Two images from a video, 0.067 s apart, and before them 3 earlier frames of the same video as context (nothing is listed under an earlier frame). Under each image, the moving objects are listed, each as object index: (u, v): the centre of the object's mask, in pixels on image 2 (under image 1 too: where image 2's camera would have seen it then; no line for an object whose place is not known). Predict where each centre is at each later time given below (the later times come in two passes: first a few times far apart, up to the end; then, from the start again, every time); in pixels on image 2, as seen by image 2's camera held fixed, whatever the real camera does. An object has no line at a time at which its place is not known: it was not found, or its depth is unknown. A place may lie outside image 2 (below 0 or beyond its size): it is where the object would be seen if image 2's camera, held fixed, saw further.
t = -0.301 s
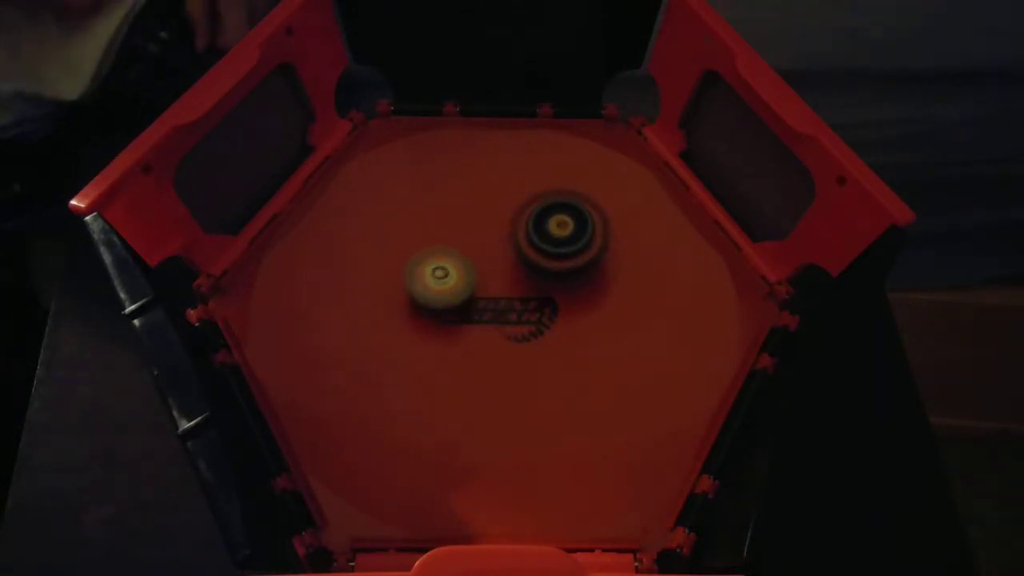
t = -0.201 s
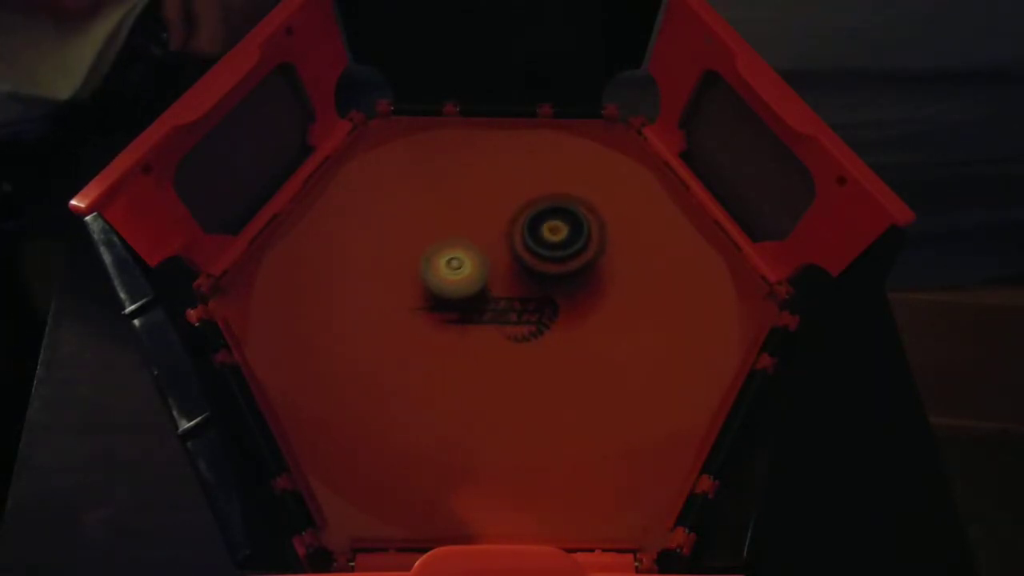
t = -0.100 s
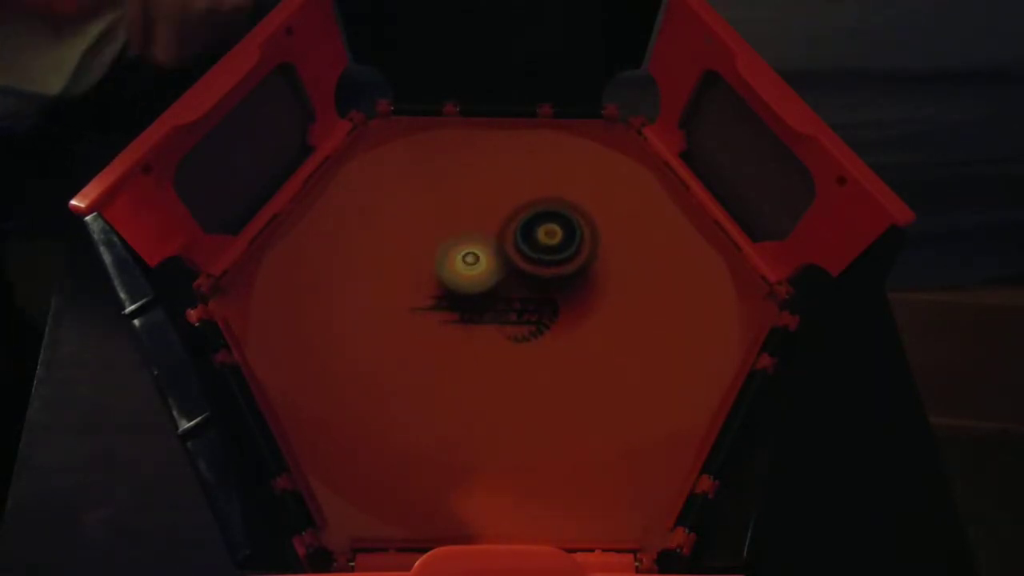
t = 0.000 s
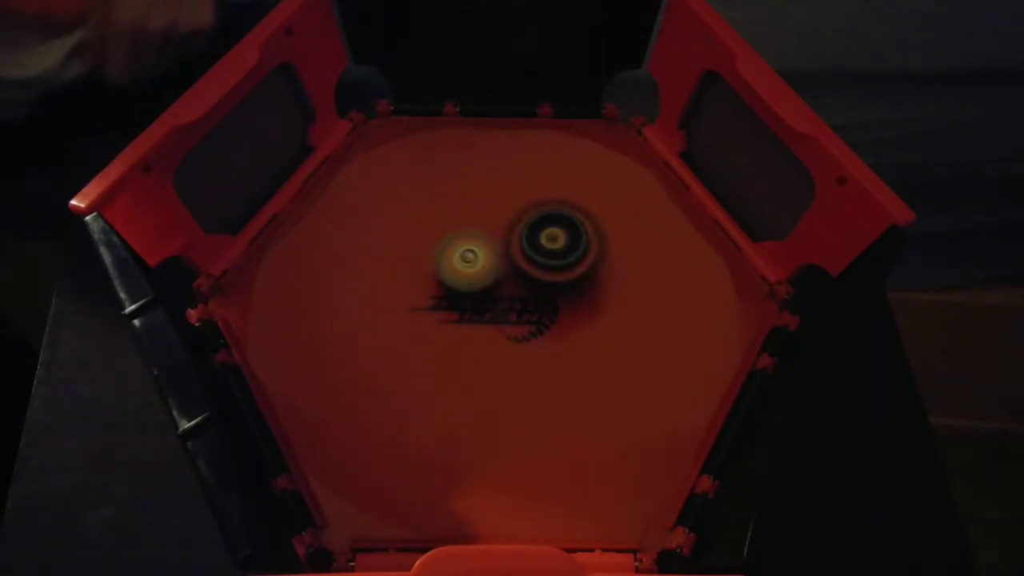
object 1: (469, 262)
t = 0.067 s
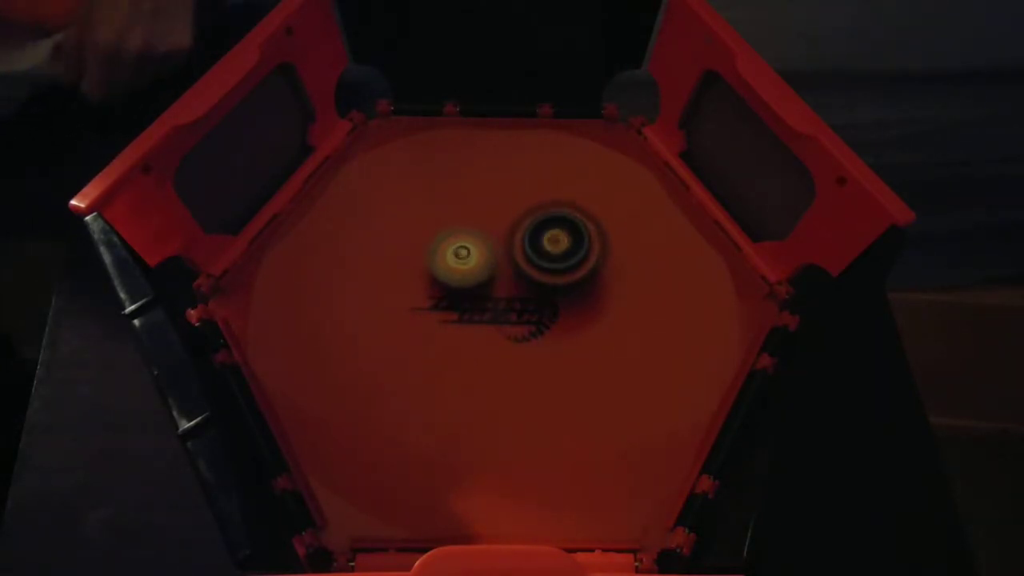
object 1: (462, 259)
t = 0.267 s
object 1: (458, 246)
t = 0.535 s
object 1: (470, 227)
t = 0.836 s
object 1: (477, 201)
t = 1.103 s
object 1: (502, 221)
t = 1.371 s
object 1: (507, 216)
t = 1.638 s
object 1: (513, 227)
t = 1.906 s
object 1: (515, 229)
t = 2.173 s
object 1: (505, 231)
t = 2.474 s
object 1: (497, 239)
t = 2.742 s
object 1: (485, 227)
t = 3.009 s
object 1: (498, 224)
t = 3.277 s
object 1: (508, 243)
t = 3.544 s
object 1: (508, 219)
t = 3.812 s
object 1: (520, 218)
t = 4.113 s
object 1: (518, 236)
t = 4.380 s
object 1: (510, 253)
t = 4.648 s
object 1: (526, 246)
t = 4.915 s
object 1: (556, 228)
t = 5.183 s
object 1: (569, 255)
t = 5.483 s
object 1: (550, 242)
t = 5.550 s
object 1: (550, 244)
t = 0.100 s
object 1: (459, 257)
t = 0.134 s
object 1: (457, 254)
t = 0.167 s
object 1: (456, 252)
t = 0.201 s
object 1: (456, 250)
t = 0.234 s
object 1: (456, 248)
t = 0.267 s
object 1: (458, 246)
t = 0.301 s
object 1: (461, 244)
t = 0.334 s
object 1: (465, 242)
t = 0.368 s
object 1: (469, 241)
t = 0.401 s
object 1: (475, 241)
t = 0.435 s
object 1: (477, 241)
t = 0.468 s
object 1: (477, 238)
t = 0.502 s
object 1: (473, 233)
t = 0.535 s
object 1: (470, 227)
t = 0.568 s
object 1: (468, 223)
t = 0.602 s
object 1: (466, 218)
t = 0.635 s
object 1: (466, 214)
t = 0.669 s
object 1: (465, 210)
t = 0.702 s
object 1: (466, 207)
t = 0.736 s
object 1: (467, 204)
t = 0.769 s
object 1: (470, 202)
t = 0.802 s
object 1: (473, 201)
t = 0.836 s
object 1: (477, 201)
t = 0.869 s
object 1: (482, 201)
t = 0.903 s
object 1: (487, 204)
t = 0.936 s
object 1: (491, 206)
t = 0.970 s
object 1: (495, 210)
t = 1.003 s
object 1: (498, 214)
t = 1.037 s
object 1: (501, 217)
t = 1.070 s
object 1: (502, 220)
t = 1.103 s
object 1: (502, 221)
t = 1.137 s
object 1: (502, 222)
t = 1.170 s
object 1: (502, 219)
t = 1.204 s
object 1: (502, 219)
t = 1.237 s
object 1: (503, 218)
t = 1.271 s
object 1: (503, 217)
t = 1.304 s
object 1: (504, 216)
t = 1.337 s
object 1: (505, 216)
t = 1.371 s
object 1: (507, 216)
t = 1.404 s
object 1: (509, 218)
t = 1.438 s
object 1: (511, 221)
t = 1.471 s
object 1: (511, 223)
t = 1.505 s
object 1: (512, 225)
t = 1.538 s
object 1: (512, 226)
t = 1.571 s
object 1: (512, 226)
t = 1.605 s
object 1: (512, 228)
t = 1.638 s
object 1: (513, 227)
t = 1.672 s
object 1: (513, 226)
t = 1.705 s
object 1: (513, 226)
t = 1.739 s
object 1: (513, 226)
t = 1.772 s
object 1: (513, 226)
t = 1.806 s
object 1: (514, 226)
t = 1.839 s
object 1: (514, 226)
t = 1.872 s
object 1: (515, 227)
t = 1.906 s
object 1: (515, 229)
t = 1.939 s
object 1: (515, 229)
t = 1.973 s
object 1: (514, 230)
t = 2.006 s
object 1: (513, 231)
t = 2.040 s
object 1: (511, 232)
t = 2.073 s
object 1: (509, 232)
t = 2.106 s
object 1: (506, 231)
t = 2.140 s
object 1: (506, 231)
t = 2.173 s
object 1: (505, 231)
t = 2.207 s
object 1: (504, 233)
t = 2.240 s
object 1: (502, 233)
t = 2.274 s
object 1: (501, 234)
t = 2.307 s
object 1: (501, 235)
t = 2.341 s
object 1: (499, 235)
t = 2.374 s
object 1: (499, 237)
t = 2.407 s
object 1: (499, 238)
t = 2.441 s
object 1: (498, 239)
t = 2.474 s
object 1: (497, 239)
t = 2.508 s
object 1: (496, 239)
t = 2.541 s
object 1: (494, 238)
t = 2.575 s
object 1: (491, 239)
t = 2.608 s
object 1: (490, 238)
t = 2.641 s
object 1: (489, 234)
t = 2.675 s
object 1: (487, 233)
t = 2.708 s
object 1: (485, 230)
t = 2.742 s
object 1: (485, 227)
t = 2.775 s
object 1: (485, 225)
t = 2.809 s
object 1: (485, 223)
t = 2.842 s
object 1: (487, 222)
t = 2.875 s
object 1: (490, 221)
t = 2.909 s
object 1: (491, 221)
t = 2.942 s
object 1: (494, 222)
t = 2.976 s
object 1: (496, 222)
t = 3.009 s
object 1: (498, 224)
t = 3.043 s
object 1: (501, 227)
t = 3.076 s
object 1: (503, 229)
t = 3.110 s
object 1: (503, 233)
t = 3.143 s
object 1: (505, 235)
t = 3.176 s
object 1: (506, 237)
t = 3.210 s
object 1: (506, 239)
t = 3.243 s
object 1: (507, 242)
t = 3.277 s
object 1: (508, 243)
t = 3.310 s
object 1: (507, 241)
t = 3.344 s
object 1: (506, 237)
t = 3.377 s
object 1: (506, 233)
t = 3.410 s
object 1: (505, 230)
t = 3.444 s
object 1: (505, 227)
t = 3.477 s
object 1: (506, 222)
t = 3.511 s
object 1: (507, 221)
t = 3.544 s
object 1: (508, 219)
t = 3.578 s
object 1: (509, 217)
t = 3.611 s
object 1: (511, 215)
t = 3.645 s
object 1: (514, 214)
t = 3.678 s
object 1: (515, 214)
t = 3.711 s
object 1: (517, 215)
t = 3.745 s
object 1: (519, 215)
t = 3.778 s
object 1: (520, 216)
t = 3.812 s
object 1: (520, 218)
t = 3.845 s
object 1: (522, 219)
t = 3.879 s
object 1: (522, 221)
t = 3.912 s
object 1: (523, 222)
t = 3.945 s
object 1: (523, 224)
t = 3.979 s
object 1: (522, 226)
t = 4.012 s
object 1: (522, 228)
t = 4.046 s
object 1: (523, 229)
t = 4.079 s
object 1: (521, 233)
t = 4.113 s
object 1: (518, 236)
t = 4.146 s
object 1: (519, 240)
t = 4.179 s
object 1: (517, 241)
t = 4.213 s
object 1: (514, 246)
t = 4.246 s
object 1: (511, 250)
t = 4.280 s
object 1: (512, 253)
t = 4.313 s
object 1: (513, 253)
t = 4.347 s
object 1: (513, 252)
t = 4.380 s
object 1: (510, 253)
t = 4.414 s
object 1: (511, 256)
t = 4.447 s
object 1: (513, 257)
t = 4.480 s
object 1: (518, 257)
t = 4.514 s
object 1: (523, 257)
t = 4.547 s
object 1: (527, 256)
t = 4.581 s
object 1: (526, 255)
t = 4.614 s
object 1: (525, 250)
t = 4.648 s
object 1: (526, 246)
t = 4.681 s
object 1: (529, 244)
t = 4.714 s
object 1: (532, 240)
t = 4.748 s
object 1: (535, 237)
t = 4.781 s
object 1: (538, 234)
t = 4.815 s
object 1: (542, 232)
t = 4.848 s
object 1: (546, 230)
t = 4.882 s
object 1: (549, 229)
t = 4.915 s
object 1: (556, 228)
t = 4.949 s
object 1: (561, 229)
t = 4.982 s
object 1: (566, 231)
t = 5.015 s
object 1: (570, 234)
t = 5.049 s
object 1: (575, 239)
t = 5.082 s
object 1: (576, 246)
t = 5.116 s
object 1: (573, 252)
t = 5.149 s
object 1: (571, 253)
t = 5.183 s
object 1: (569, 255)
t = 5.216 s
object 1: (565, 256)
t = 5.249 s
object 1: (561, 256)
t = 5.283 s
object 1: (557, 255)
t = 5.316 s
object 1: (554, 253)
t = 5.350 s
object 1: (552, 251)
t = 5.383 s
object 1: (550, 248)
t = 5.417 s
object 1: (550, 244)
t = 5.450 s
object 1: (550, 243)
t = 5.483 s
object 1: (550, 242)
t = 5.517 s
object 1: (550, 243)
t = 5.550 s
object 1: (550, 244)
